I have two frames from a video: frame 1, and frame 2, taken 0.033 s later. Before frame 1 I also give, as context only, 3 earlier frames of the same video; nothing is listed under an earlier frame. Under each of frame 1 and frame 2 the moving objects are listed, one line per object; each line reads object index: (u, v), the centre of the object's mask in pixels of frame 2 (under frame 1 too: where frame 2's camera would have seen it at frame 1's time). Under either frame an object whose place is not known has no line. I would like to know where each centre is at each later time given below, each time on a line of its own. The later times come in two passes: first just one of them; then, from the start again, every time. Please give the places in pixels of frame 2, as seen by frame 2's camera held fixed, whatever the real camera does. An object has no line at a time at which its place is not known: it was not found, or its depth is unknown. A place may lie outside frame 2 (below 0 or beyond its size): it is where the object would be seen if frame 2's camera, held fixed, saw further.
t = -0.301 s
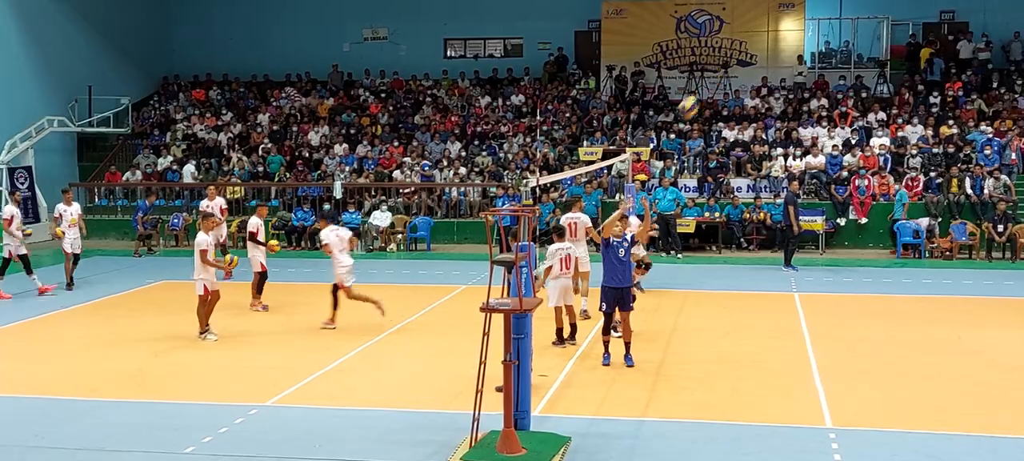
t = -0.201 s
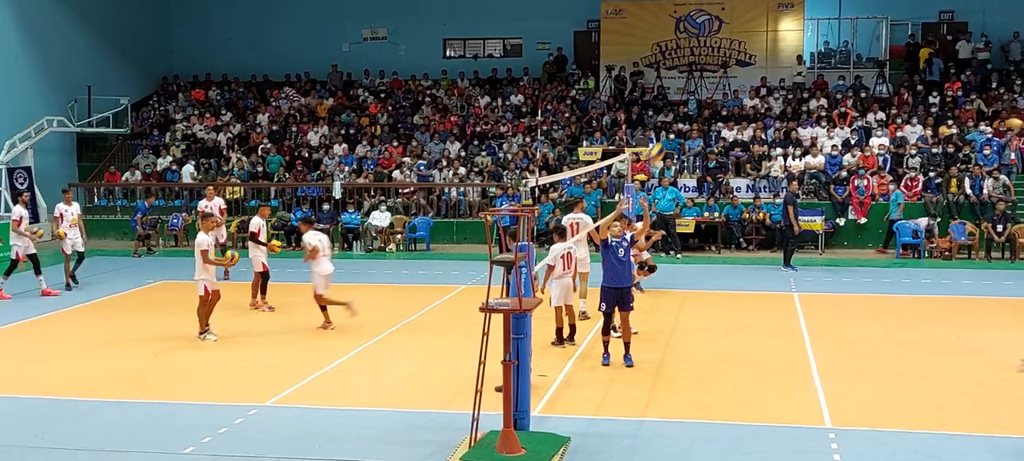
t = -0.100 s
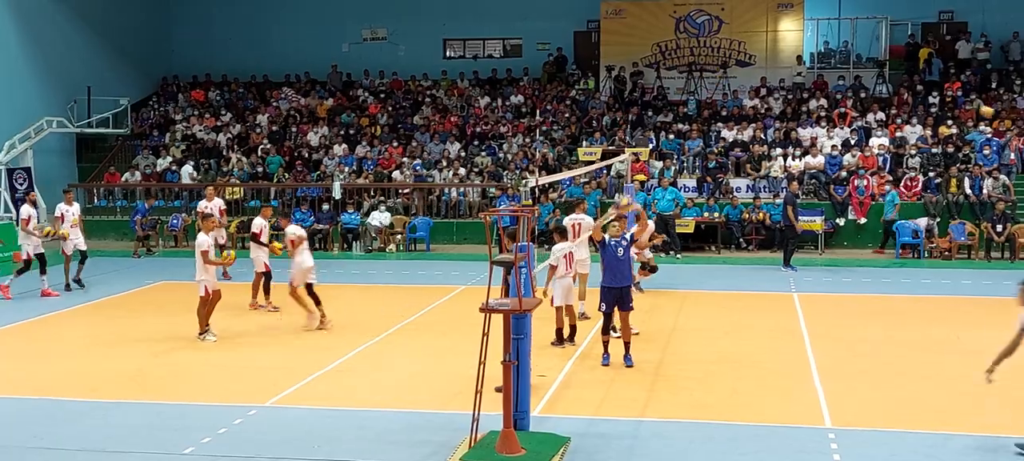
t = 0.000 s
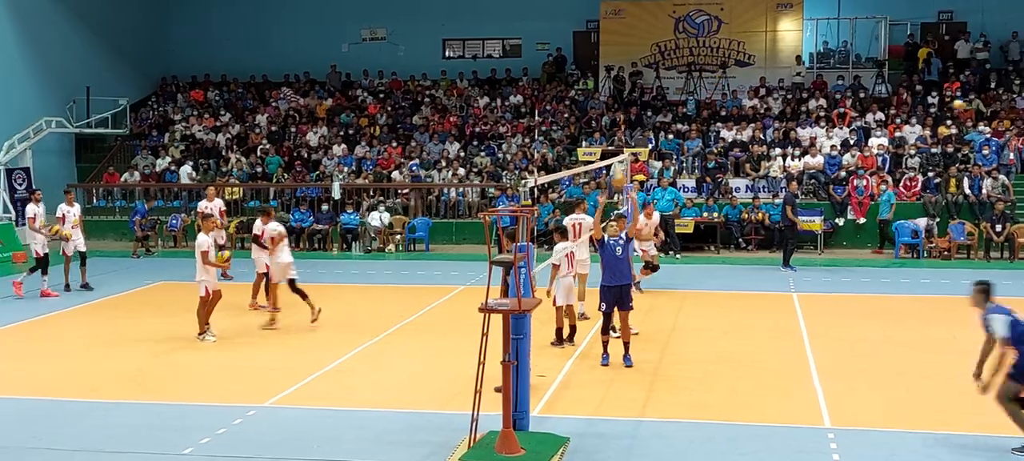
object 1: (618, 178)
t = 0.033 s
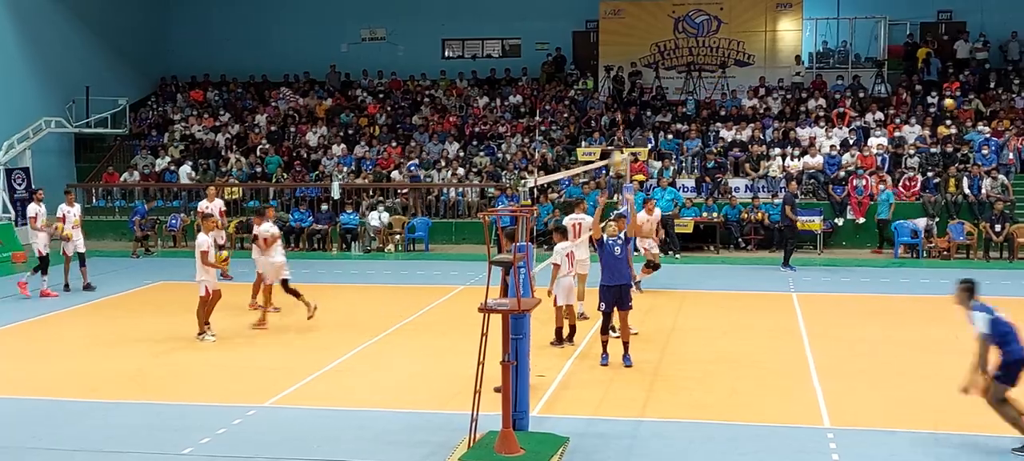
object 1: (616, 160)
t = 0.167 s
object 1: (613, 104)
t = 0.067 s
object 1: (616, 145)
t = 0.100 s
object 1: (615, 131)
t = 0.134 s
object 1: (613, 117)
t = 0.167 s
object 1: (613, 104)
